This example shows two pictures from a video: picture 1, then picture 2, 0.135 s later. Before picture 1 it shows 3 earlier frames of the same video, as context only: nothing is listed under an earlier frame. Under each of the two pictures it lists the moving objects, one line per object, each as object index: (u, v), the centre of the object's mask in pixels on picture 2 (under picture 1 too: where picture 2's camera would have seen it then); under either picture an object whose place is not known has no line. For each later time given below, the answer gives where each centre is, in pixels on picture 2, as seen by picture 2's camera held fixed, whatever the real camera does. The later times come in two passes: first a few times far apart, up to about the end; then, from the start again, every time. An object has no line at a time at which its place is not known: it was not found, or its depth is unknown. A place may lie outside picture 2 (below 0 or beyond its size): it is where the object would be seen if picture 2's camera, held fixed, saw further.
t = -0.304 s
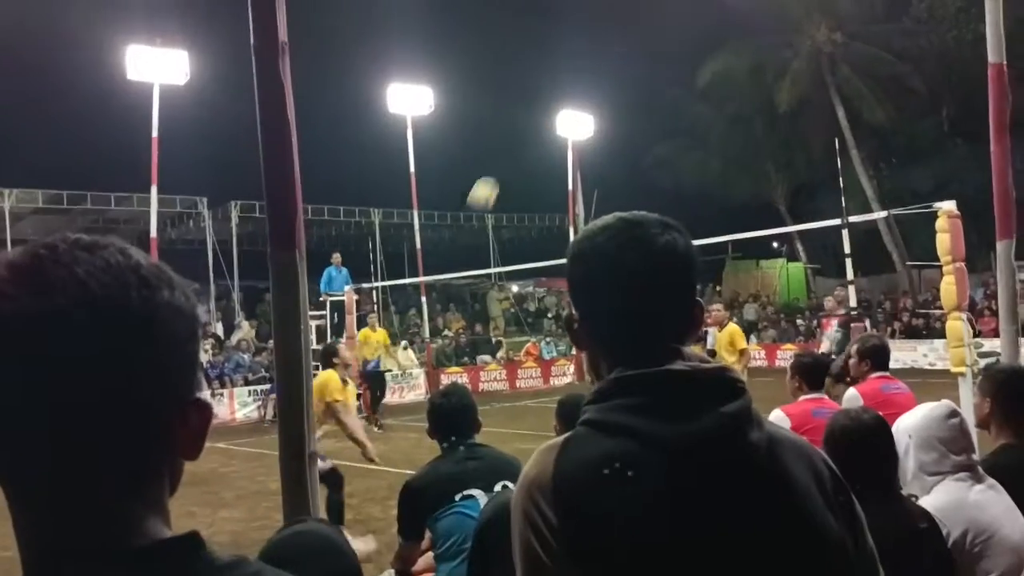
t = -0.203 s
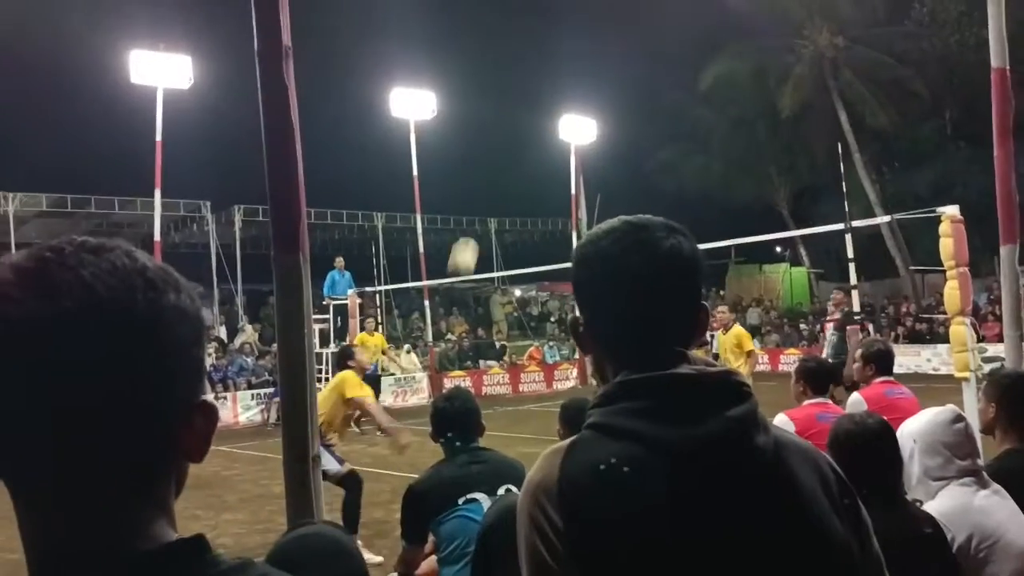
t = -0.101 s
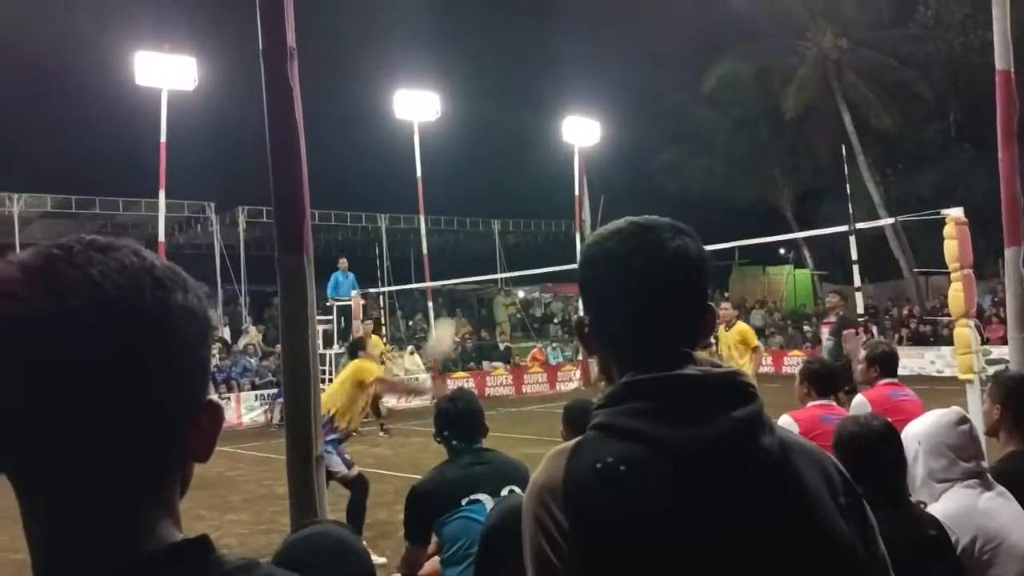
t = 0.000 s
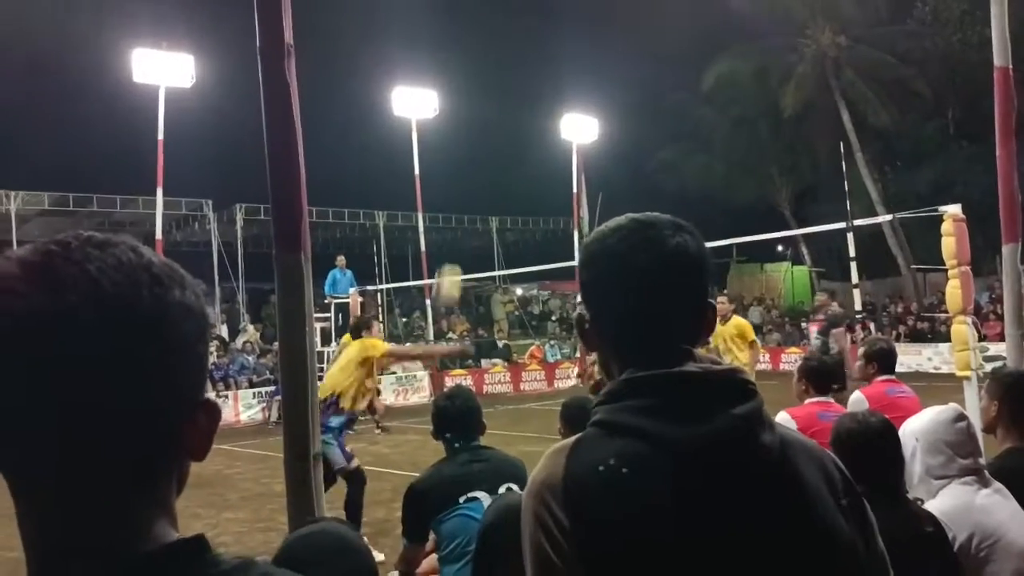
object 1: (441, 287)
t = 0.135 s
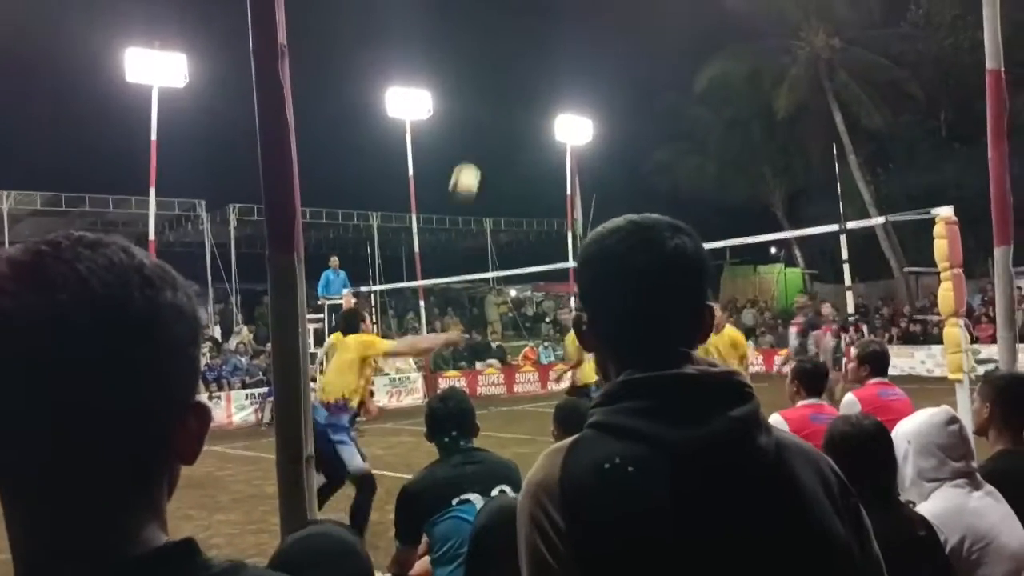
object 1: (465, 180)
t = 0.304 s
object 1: (491, 95)
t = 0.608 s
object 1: (533, 39)
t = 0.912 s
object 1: (572, 83)
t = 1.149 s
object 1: (600, 170)
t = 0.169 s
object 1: (470, 159)
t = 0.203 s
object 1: (476, 139)
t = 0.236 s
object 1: (481, 122)
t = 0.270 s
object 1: (486, 107)
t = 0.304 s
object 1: (491, 95)
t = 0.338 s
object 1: (496, 82)
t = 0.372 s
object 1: (501, 72)
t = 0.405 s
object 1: (506, 63)
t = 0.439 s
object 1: (511, 56)
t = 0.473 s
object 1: (515, 49)
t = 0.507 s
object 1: (520, 46)
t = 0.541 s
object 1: (524, 42)
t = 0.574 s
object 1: (529, 40)
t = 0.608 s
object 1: (533, 39)
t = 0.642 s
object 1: (538, 40)
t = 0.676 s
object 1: (542, 42)
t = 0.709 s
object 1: (546, 44)
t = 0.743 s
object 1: (550, 49)
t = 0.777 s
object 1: (554, 54)
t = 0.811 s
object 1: (558, 60)
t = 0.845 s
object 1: (563, 67)
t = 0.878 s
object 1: (568, 75)
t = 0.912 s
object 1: (572, 83)
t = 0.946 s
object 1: (576, 92)
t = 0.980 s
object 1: (580, 103)
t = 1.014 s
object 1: (587, 113)
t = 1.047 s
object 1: (594, 128)
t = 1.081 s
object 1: (595, 144)
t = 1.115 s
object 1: (596, 156)
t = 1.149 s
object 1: (600, 170)
